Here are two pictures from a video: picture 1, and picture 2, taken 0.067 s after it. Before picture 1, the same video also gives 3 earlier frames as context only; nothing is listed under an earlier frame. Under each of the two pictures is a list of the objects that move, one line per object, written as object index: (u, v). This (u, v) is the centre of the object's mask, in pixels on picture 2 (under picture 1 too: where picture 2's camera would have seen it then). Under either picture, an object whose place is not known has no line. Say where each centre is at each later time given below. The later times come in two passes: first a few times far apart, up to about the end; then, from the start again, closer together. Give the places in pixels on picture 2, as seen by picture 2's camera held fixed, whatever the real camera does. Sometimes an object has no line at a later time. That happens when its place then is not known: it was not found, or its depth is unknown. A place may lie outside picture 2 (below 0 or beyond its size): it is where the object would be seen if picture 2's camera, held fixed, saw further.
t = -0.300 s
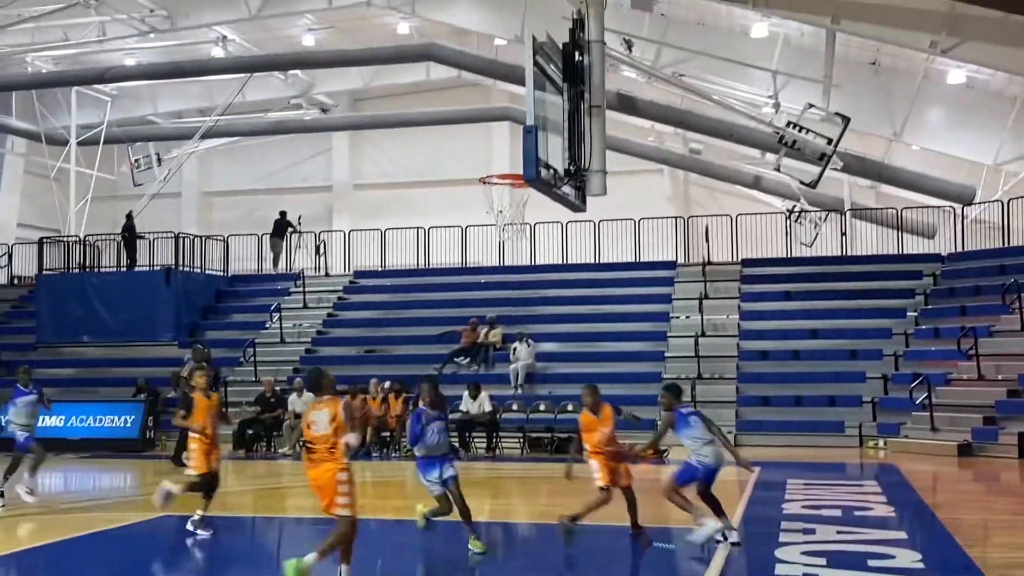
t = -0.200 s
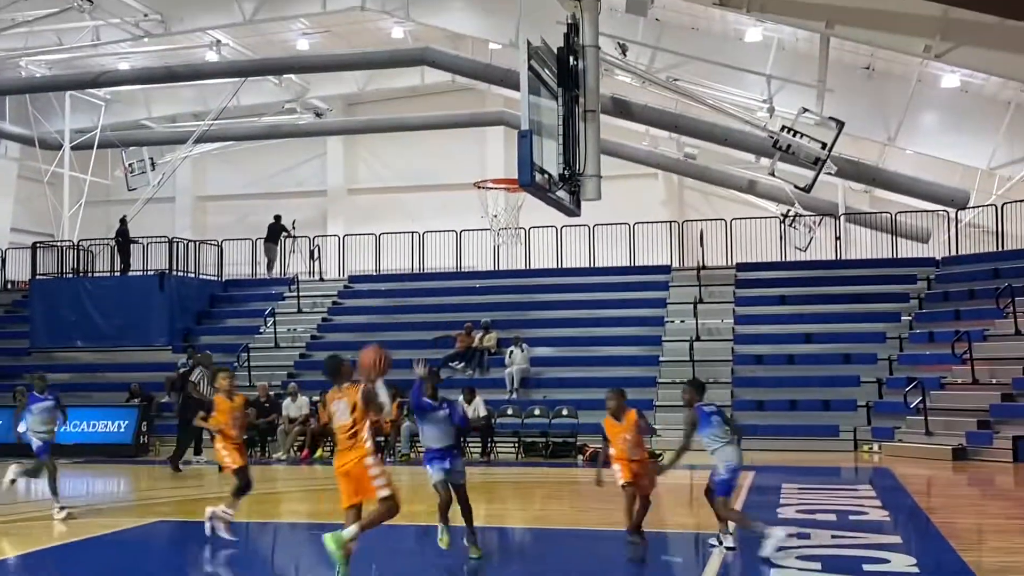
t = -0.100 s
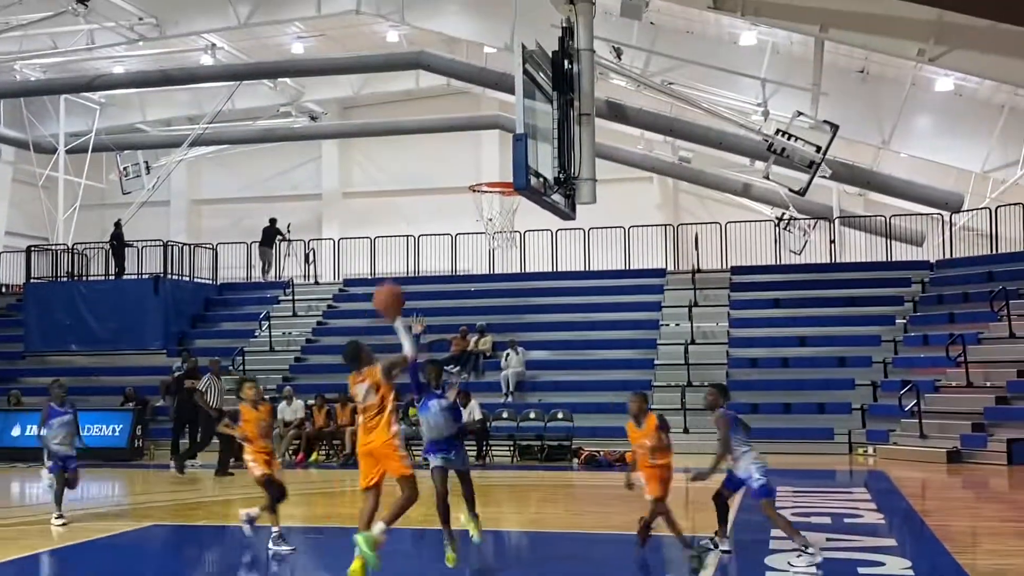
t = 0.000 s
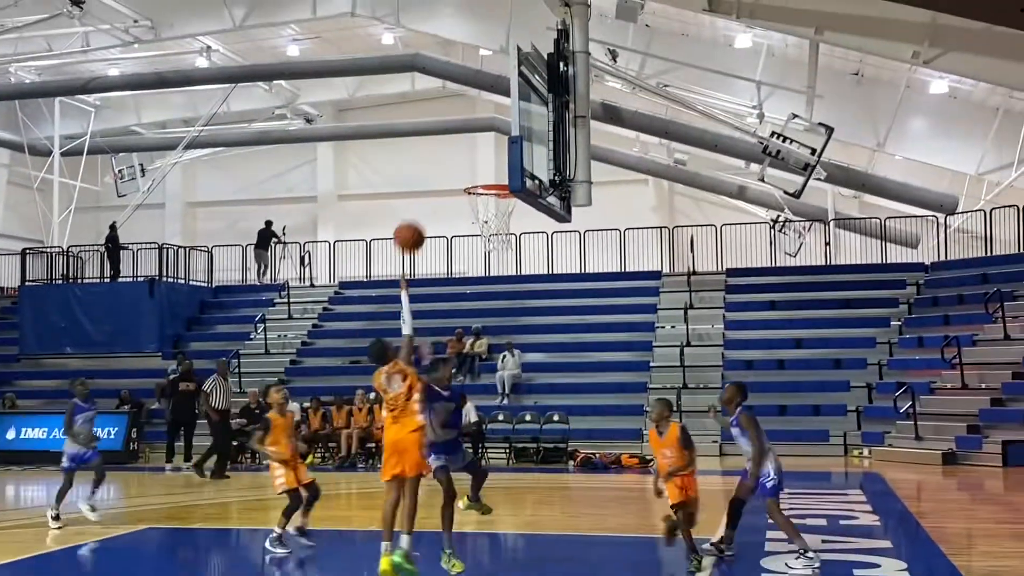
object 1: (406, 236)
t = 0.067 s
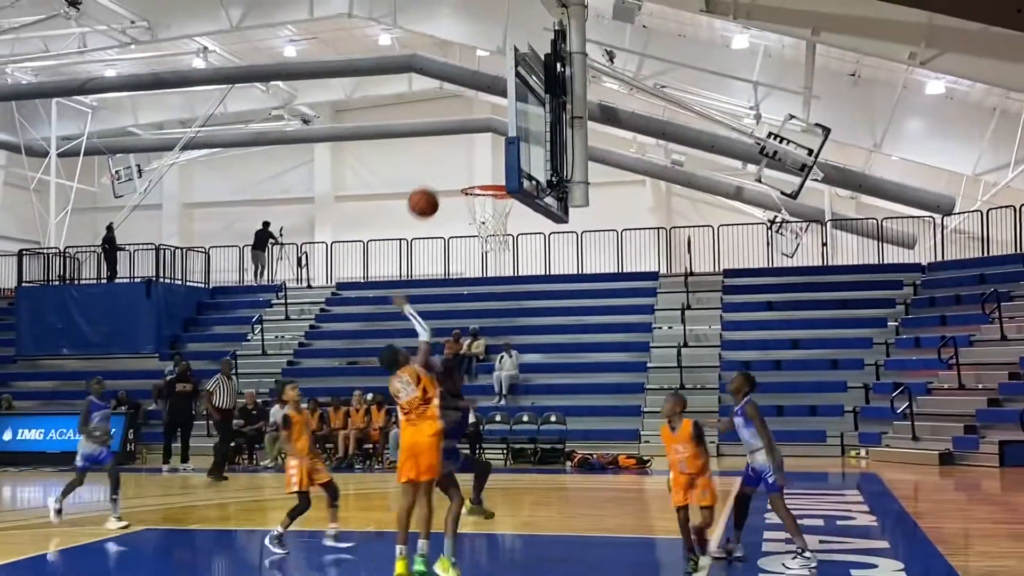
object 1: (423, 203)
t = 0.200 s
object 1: (456, 154)
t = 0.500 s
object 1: (500, 132)
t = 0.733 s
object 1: (485, 193)
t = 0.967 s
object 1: (475, 261)
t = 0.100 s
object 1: (432, 188)
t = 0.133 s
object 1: (440, 175)
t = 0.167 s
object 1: (447, 164)
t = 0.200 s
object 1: (456, 154)
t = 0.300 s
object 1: (479, 134)
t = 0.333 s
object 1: (487, 130)
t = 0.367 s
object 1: (494, 128)
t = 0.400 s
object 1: (498, 127)
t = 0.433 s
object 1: (501, 127)
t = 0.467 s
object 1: (501, 128)
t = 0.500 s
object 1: (500, 132)
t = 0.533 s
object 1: (498, 136)
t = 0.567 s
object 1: (497, 143)
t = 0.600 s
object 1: (496, 151)
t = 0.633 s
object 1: (494, 159)
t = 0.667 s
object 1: (492, 170)
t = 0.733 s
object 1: (485, 193)
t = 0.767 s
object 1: (483, 204)
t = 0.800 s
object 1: (480, 219)
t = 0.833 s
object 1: (479, 229)
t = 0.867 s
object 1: (478, 235)
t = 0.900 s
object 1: (476, 242)
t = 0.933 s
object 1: (475, 251)
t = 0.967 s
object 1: (475, 261)
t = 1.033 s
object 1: (473, 285)
